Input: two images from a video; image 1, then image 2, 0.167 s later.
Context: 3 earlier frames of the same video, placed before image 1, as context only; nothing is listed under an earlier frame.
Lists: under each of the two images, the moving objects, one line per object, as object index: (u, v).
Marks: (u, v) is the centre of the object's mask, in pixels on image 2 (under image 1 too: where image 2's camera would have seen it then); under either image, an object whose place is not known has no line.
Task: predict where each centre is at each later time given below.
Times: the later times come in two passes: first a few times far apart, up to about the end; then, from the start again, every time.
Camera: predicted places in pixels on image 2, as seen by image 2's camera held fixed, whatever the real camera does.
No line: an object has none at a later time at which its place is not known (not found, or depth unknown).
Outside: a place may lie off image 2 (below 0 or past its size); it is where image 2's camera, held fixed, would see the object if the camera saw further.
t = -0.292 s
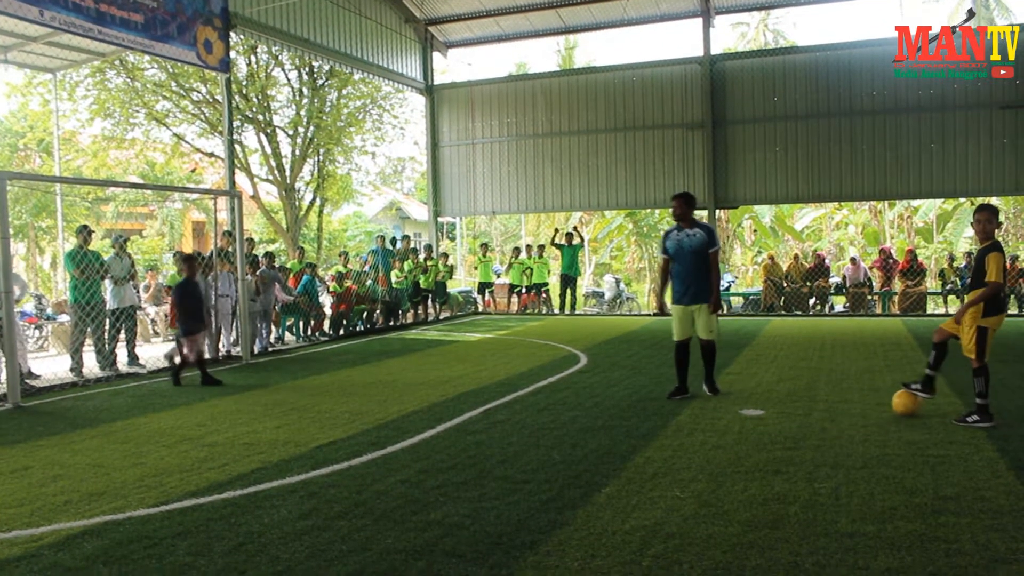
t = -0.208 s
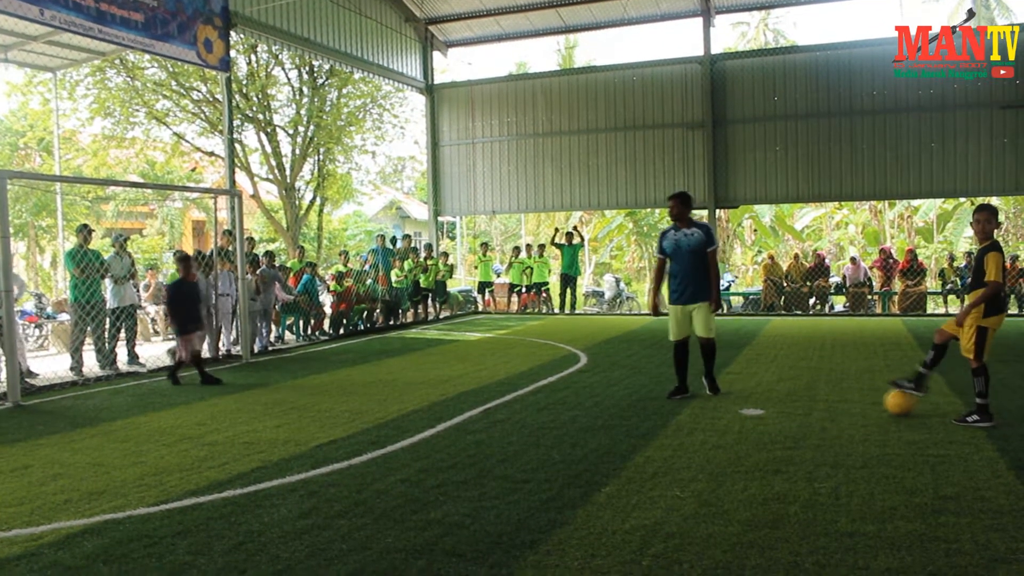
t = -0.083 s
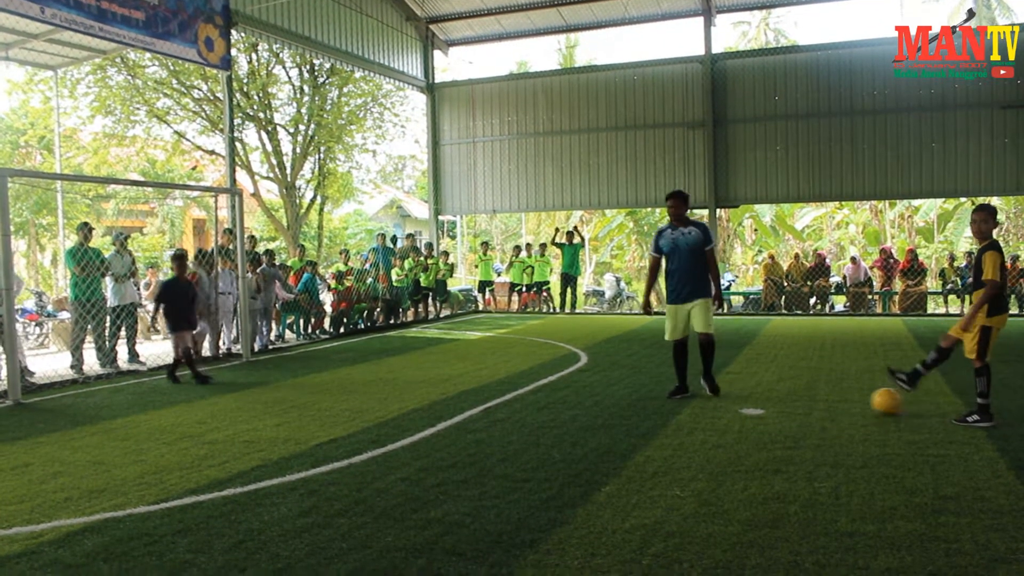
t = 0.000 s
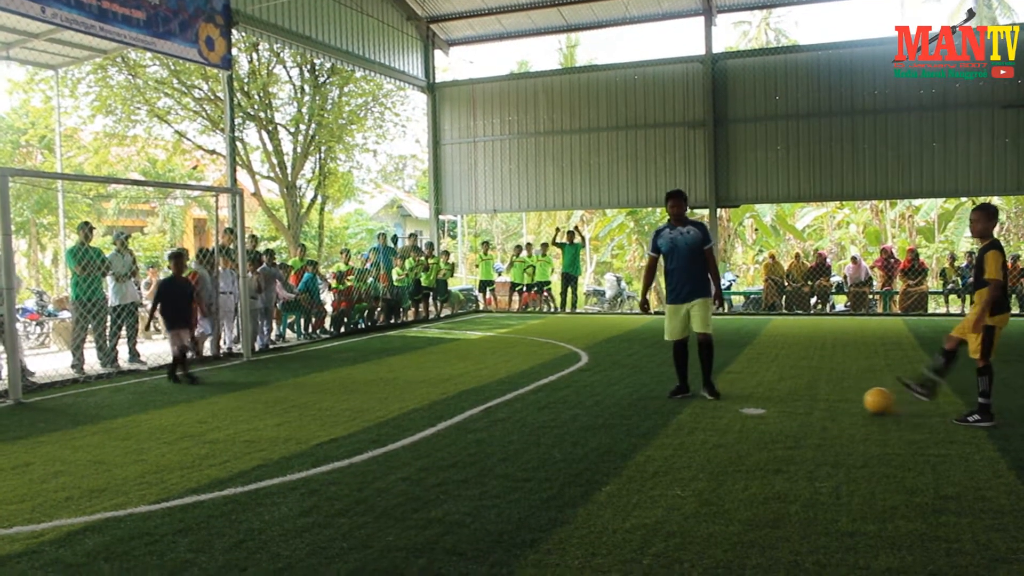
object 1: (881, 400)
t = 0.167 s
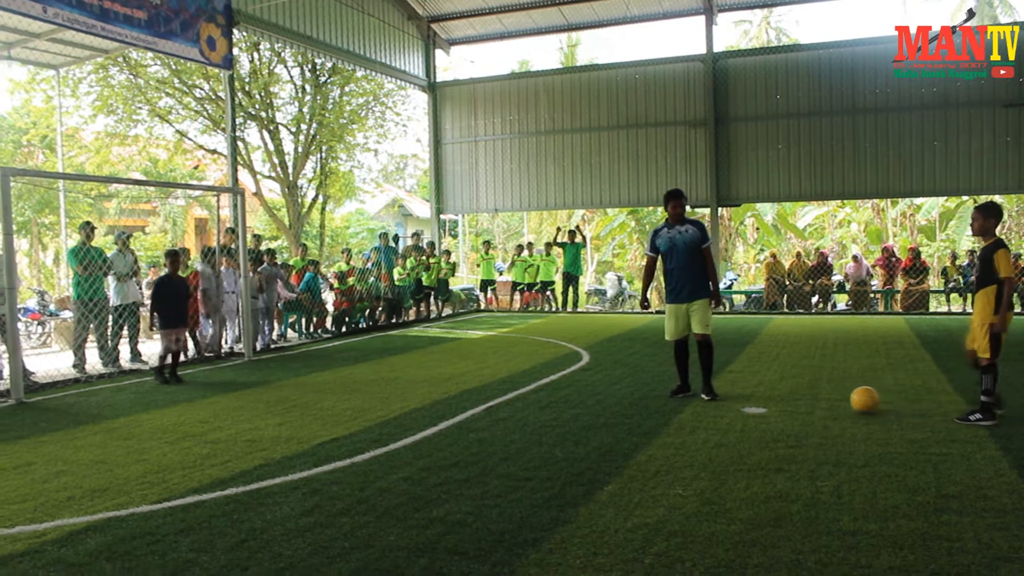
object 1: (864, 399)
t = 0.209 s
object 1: (861, 399)
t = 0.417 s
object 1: (844, 400)
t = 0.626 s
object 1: (828, 399)
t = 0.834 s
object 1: (816, 398)
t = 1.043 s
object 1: (805, 398)
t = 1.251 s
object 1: (799, 398)
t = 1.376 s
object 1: (795, 397)
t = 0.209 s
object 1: (861, 399)
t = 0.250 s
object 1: (857, 399)
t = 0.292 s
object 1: (854, 399)
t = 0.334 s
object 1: (850, 399)
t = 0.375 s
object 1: (847, 399)
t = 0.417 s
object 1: (844, 400)
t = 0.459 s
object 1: (841, 400)
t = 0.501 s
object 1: (837, 399)
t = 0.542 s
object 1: (834, 399)
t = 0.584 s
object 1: (831, 399)
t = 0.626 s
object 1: (828, 399)
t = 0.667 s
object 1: (826, 399)
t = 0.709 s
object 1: (823, 399)
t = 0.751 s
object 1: (821, 398)
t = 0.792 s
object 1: (818, 398)
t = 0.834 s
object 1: (816, 398)
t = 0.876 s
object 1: (813, 399)
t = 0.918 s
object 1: (811, 398)
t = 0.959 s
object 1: (809, 398)
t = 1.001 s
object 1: (807, 398)
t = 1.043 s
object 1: (805, 398)
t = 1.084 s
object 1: (804, 398)
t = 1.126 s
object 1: (802, 398)
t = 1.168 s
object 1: (801, 398)
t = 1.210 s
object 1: (800, 398)
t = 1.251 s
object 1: (799, 398)
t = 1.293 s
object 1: (797, 397)
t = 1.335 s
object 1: (796, 397)
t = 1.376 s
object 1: (795, 397)
